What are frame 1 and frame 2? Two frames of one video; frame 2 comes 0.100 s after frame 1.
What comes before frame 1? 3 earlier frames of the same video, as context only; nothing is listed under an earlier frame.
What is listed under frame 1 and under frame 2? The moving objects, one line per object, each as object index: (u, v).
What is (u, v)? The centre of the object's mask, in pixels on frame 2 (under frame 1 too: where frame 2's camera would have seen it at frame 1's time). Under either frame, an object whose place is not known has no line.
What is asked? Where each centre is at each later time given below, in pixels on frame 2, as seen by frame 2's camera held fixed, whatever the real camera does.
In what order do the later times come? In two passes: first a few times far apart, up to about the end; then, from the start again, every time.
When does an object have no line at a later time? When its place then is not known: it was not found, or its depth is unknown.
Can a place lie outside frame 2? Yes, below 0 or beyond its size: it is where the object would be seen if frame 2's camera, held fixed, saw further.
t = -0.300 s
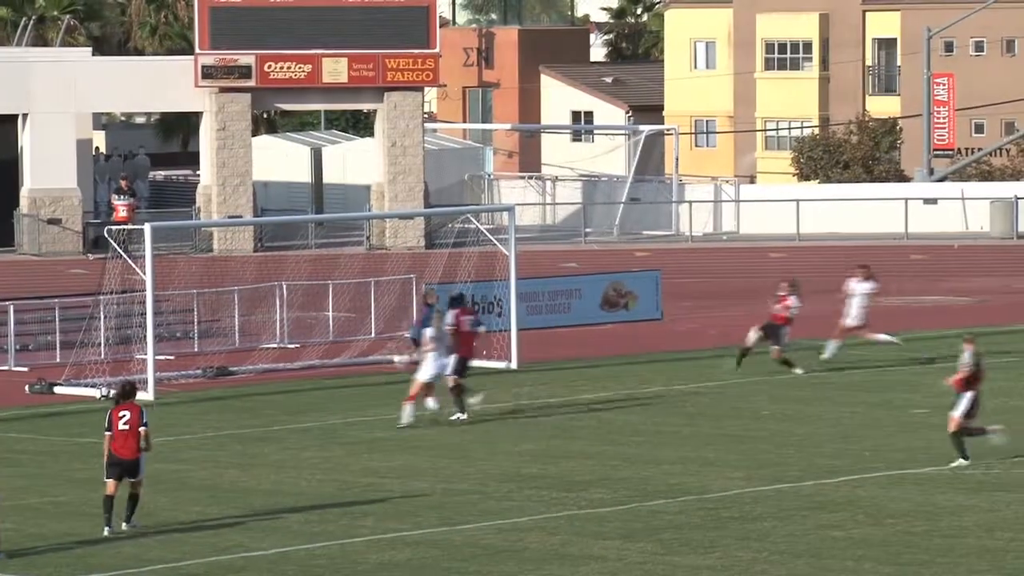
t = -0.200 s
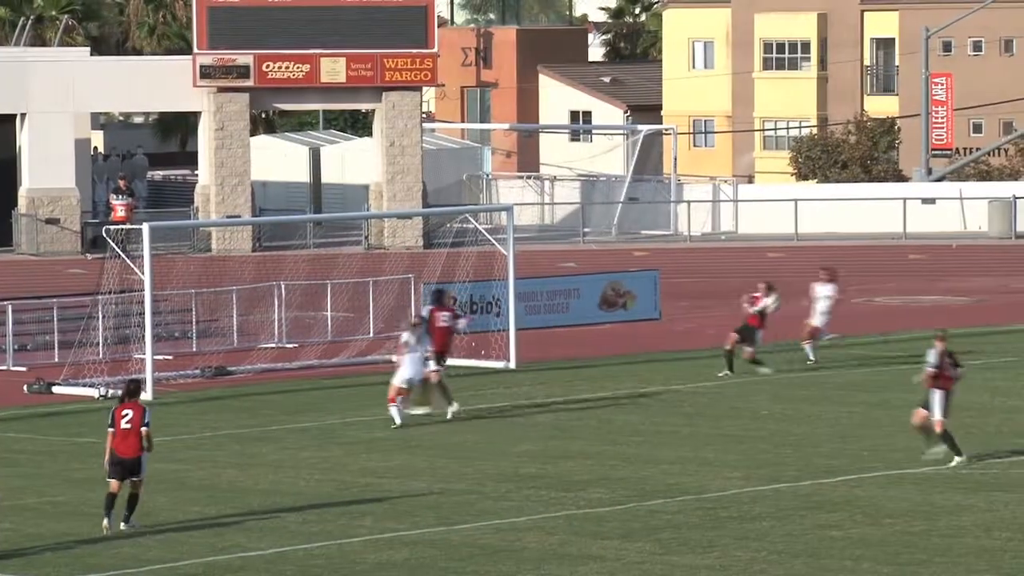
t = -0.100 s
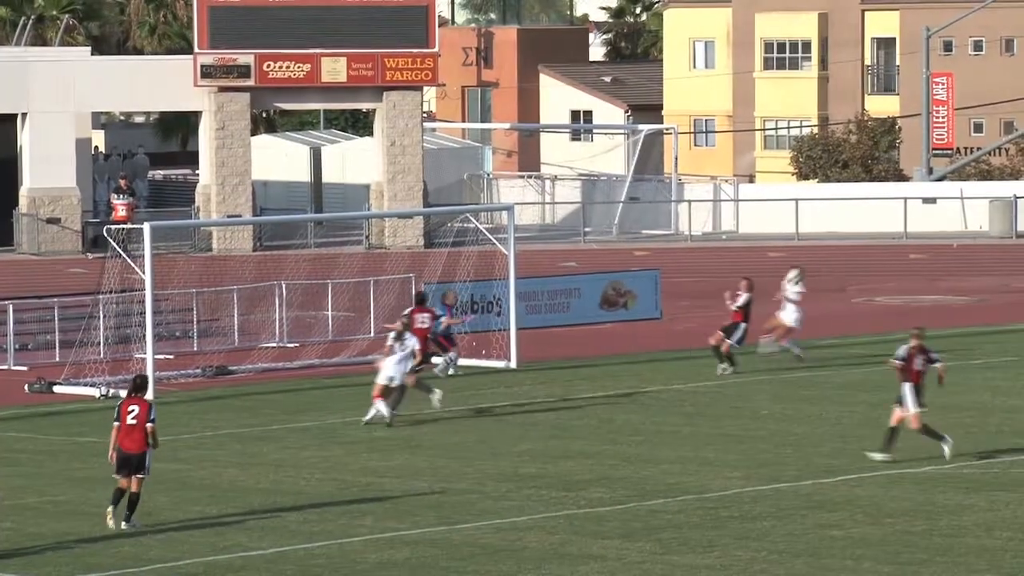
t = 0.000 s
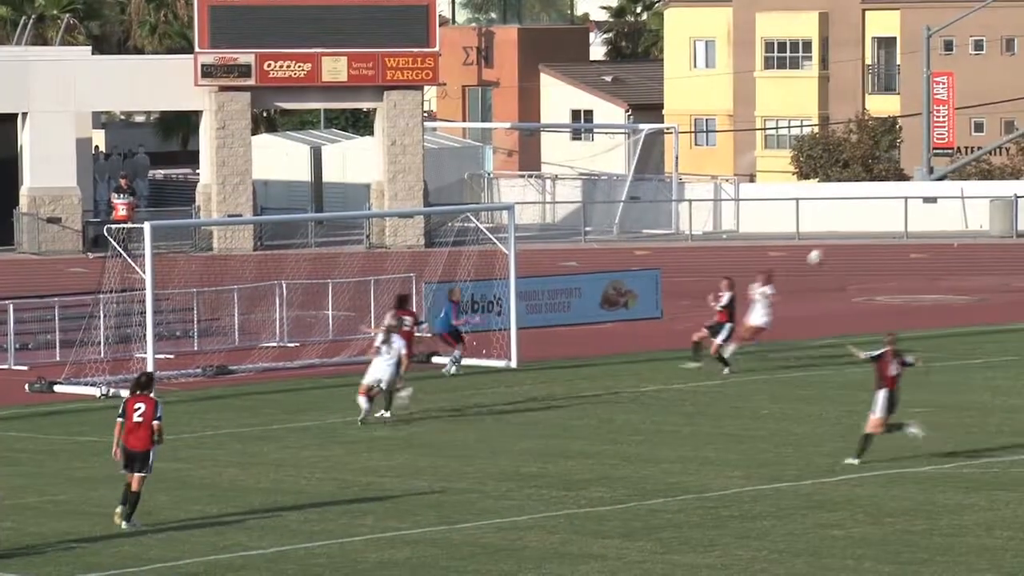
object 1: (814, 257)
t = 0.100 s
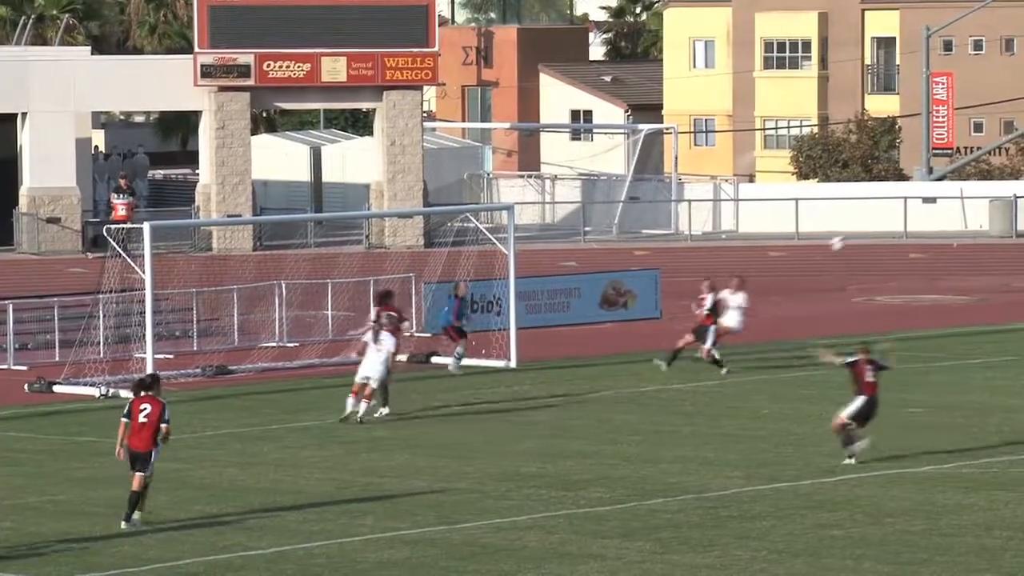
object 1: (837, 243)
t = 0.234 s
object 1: (871, 235)
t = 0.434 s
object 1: (923, 244)
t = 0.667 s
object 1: (991, 290)
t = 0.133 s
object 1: (845, 240)
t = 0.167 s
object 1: (854, 237)
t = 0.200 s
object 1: (861, 237)
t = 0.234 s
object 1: (871, 235)
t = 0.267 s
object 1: (879, 234)
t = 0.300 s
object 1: (888, 235)
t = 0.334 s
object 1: (896, 237)
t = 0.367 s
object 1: (905, 238)
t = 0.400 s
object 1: (915, 240)
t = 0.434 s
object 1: (923, 244)
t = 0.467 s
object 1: (932, 248)
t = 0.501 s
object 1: (942, 253)
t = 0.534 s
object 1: (951, 259)
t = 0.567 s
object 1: (961, 266)
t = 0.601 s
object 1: (971, 274)
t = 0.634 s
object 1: (981, 282)
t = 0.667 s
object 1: (991, 290)
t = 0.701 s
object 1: (1002, 301)
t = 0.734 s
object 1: (1013, 312)
